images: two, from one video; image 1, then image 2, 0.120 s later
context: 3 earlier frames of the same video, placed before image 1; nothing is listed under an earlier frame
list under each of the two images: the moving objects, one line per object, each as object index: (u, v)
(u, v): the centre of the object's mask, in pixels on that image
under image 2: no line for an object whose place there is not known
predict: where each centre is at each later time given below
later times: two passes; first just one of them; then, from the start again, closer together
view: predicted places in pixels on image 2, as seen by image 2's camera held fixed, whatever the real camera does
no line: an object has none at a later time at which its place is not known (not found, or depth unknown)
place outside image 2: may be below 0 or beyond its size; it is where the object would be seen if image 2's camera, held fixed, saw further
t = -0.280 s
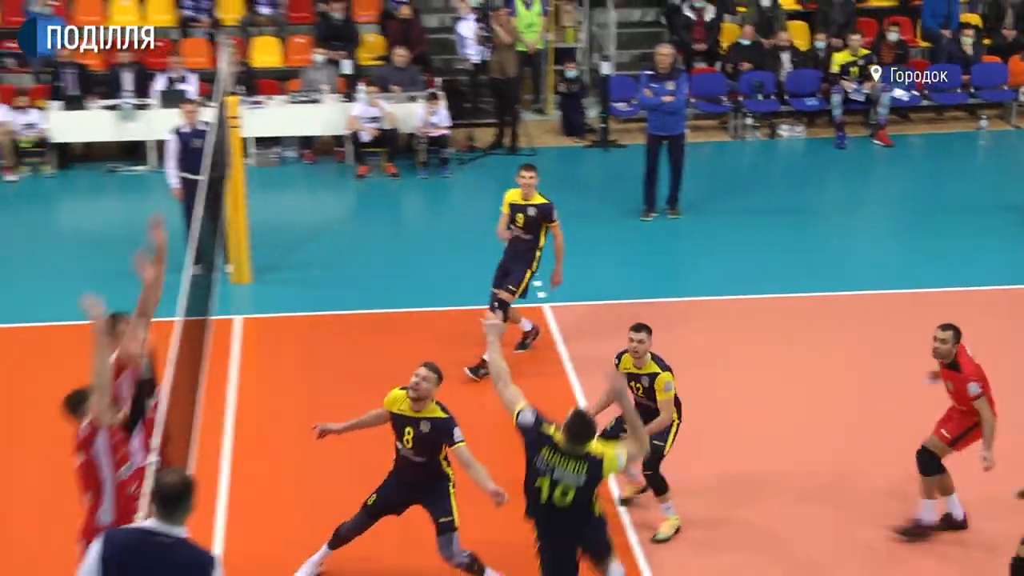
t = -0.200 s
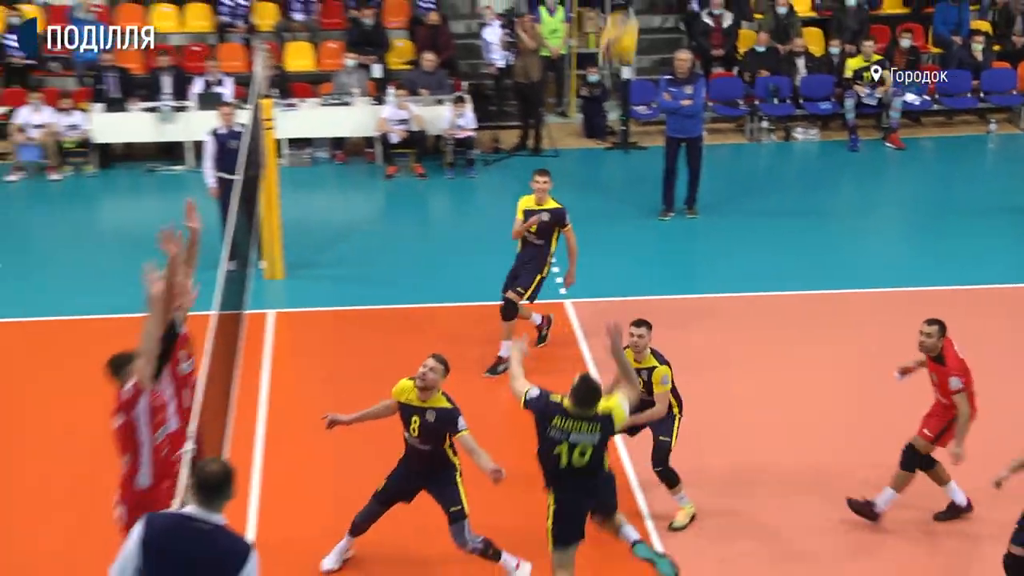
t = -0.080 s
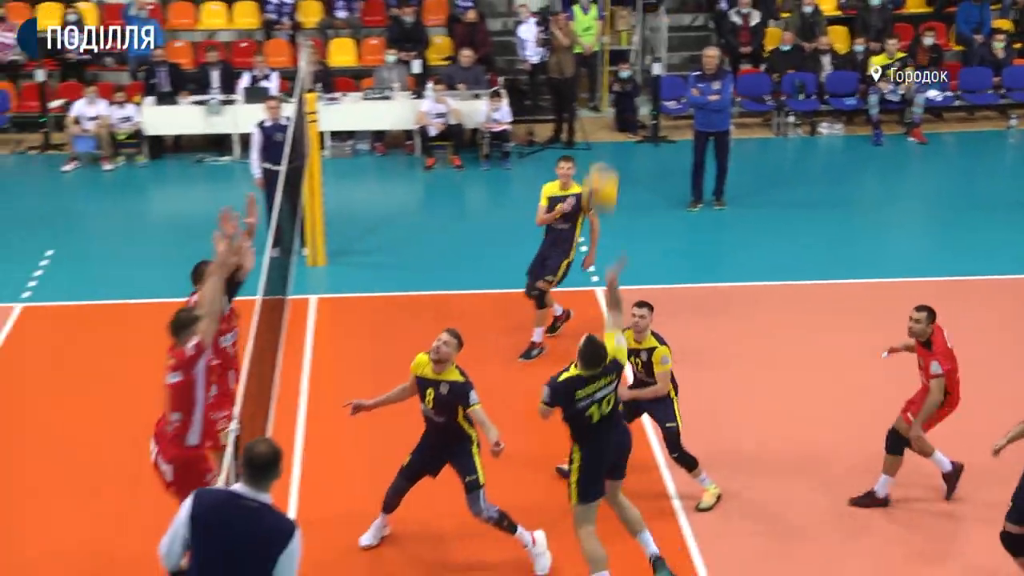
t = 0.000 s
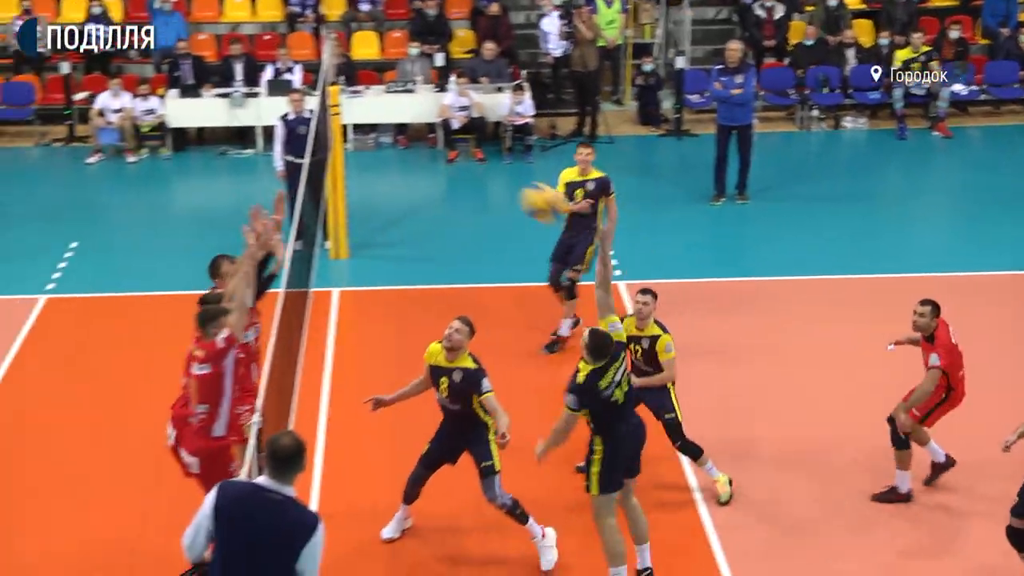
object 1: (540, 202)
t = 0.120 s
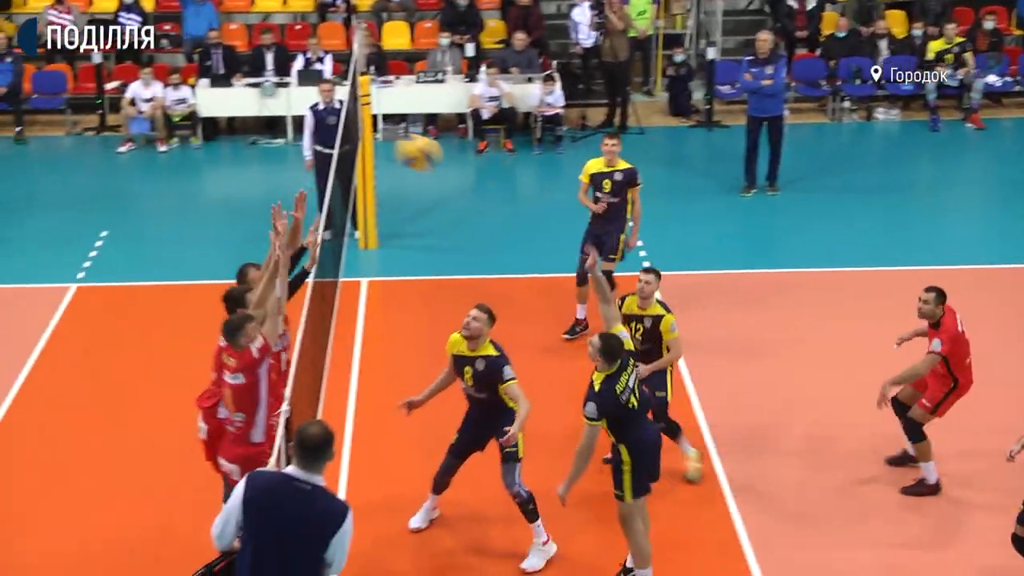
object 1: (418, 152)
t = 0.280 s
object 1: (234, 138)
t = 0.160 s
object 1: (370, 144)
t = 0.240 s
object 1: (277, 137)
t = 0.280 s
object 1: (234, 138)
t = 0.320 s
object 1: (190, 142)
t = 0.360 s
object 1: (150, 148)
